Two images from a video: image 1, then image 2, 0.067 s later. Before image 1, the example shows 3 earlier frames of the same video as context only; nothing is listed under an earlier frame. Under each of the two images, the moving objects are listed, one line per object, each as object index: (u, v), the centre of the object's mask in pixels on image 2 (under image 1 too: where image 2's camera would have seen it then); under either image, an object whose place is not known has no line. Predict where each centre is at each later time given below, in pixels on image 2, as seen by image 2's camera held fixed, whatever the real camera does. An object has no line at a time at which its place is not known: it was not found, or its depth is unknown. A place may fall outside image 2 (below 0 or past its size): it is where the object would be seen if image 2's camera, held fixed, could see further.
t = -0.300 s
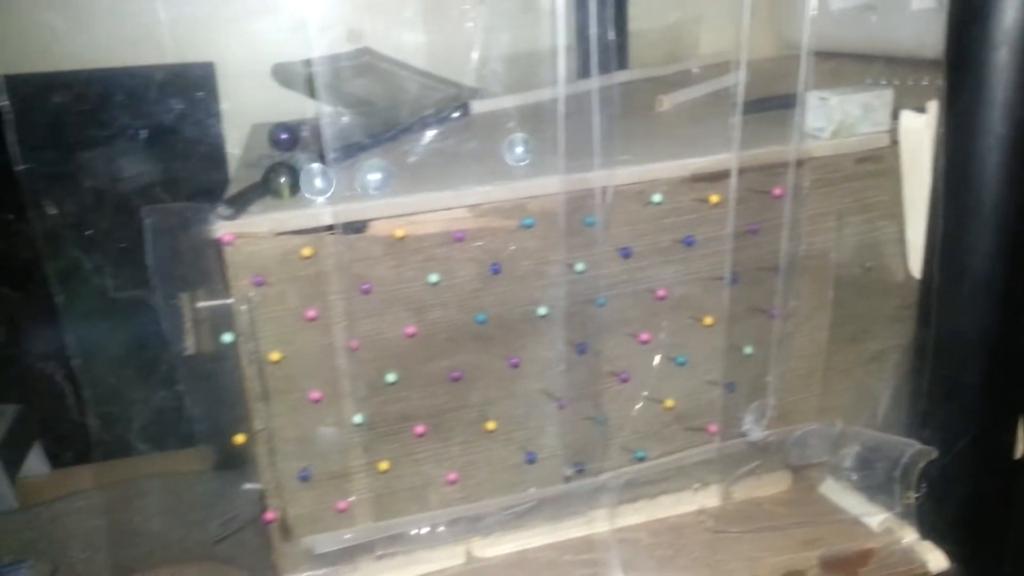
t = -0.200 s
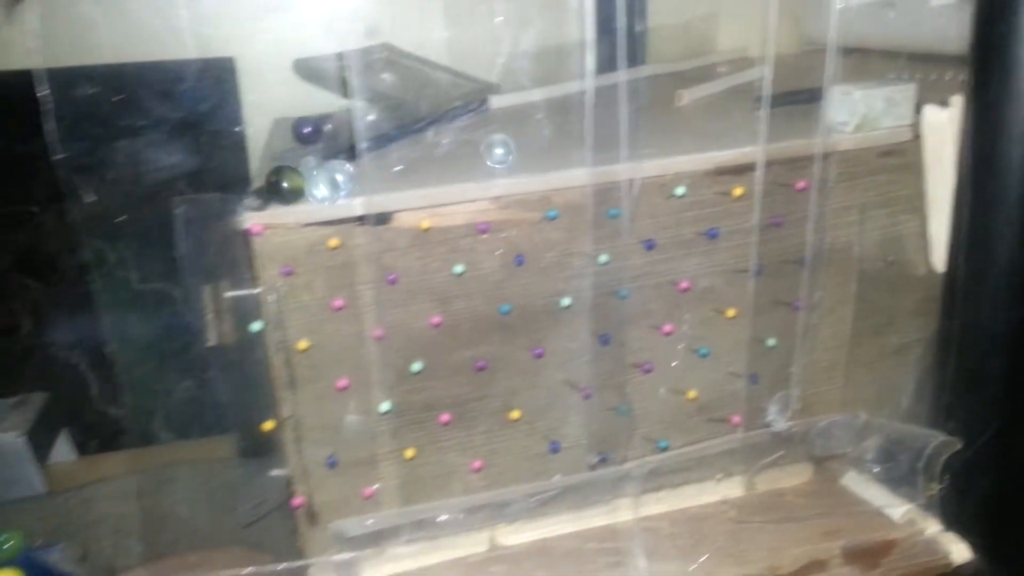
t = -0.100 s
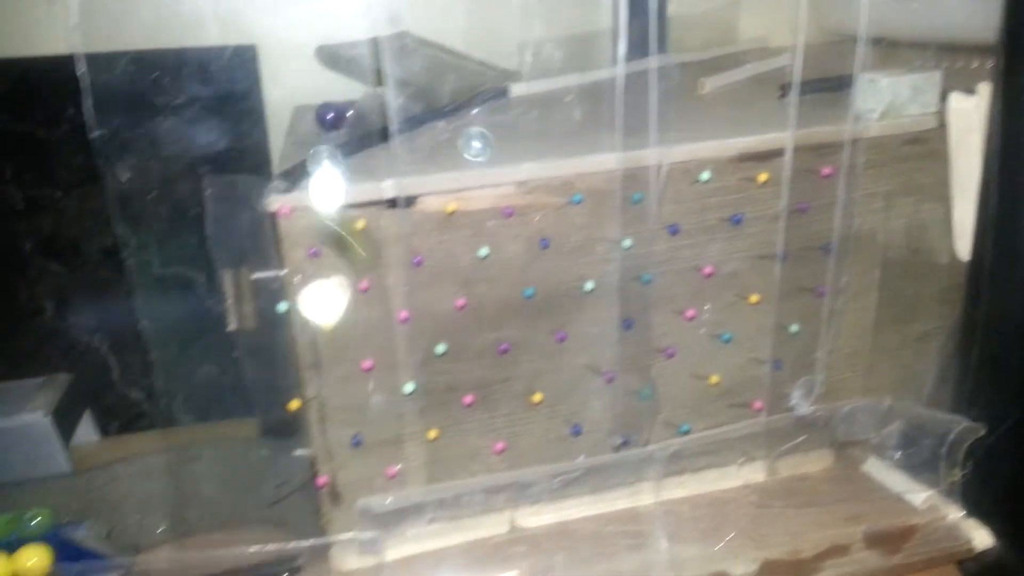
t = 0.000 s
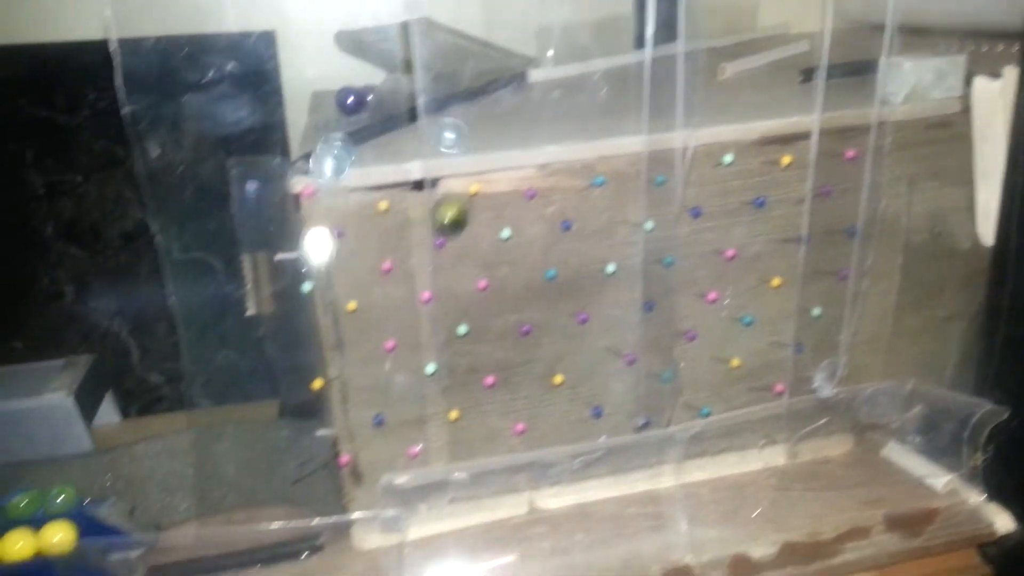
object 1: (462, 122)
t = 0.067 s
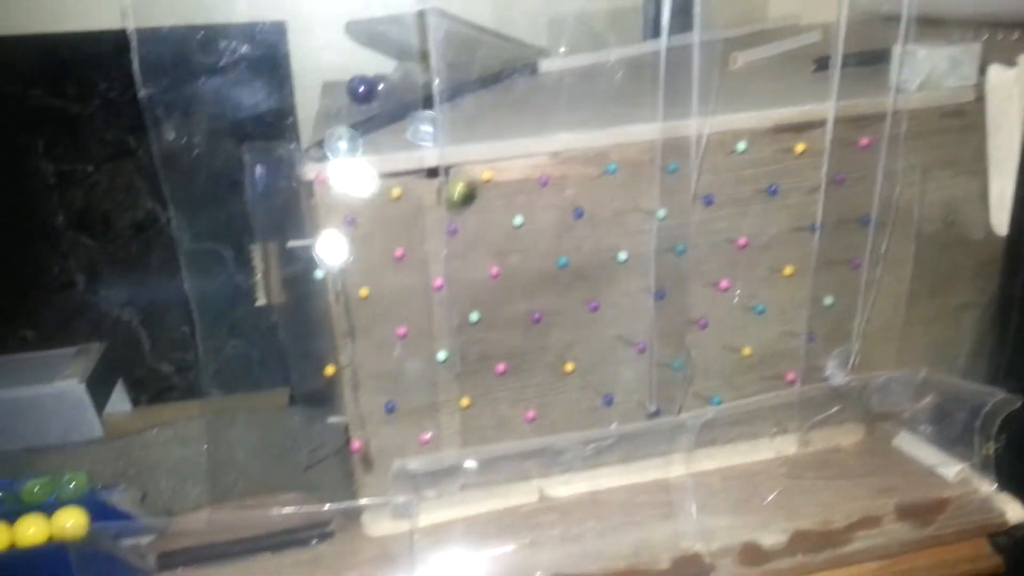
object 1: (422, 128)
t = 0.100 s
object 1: (406, 131)
